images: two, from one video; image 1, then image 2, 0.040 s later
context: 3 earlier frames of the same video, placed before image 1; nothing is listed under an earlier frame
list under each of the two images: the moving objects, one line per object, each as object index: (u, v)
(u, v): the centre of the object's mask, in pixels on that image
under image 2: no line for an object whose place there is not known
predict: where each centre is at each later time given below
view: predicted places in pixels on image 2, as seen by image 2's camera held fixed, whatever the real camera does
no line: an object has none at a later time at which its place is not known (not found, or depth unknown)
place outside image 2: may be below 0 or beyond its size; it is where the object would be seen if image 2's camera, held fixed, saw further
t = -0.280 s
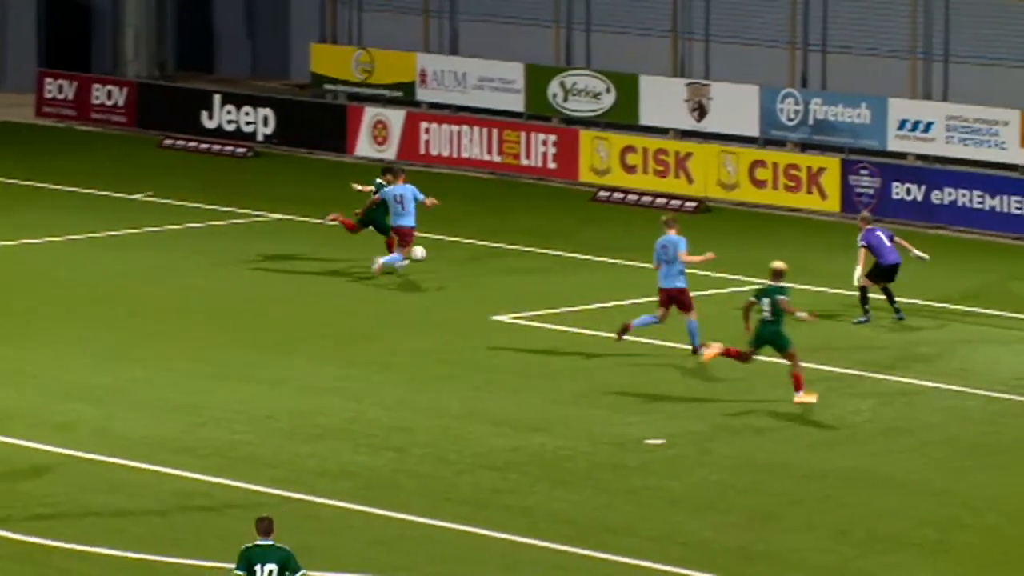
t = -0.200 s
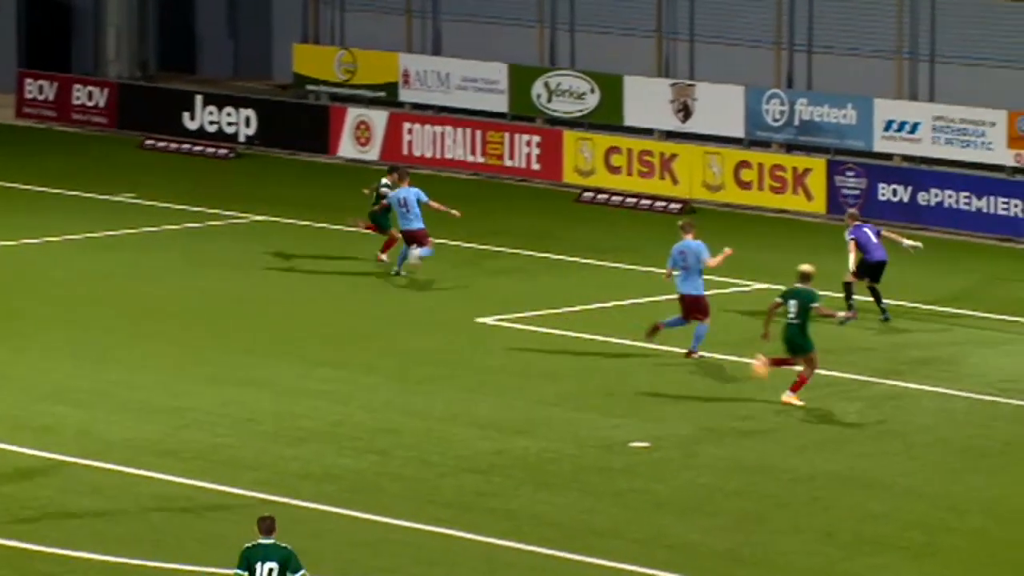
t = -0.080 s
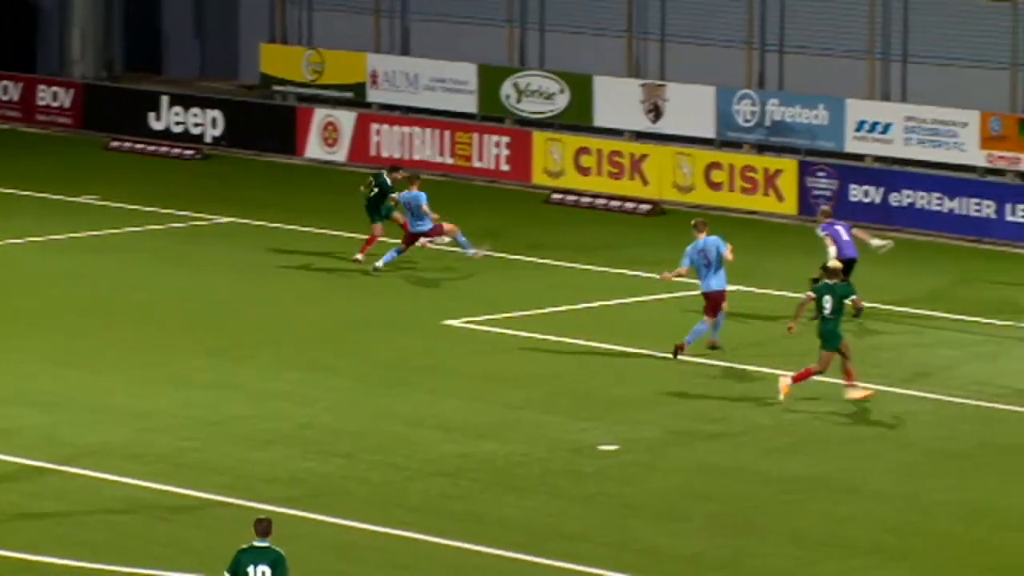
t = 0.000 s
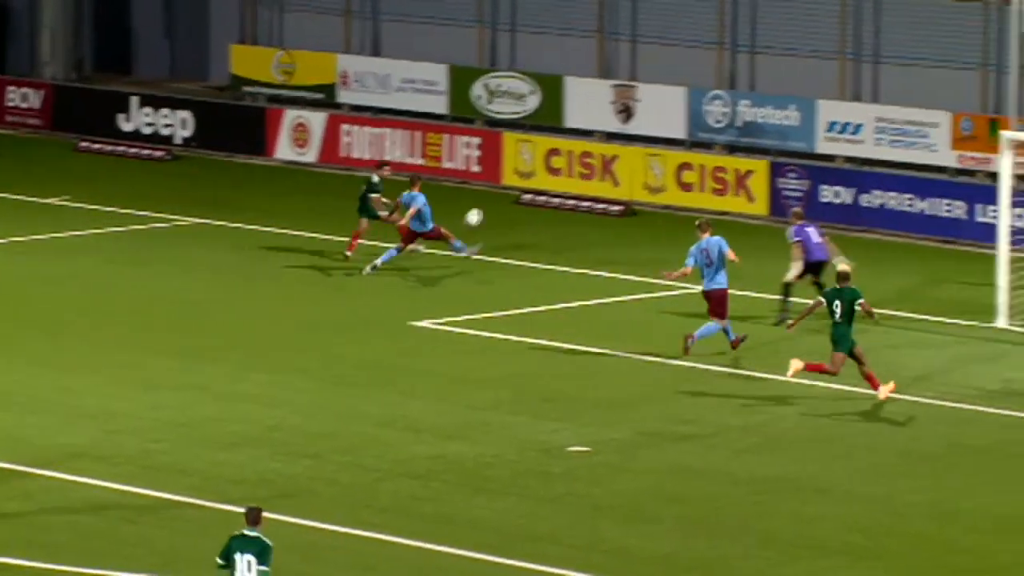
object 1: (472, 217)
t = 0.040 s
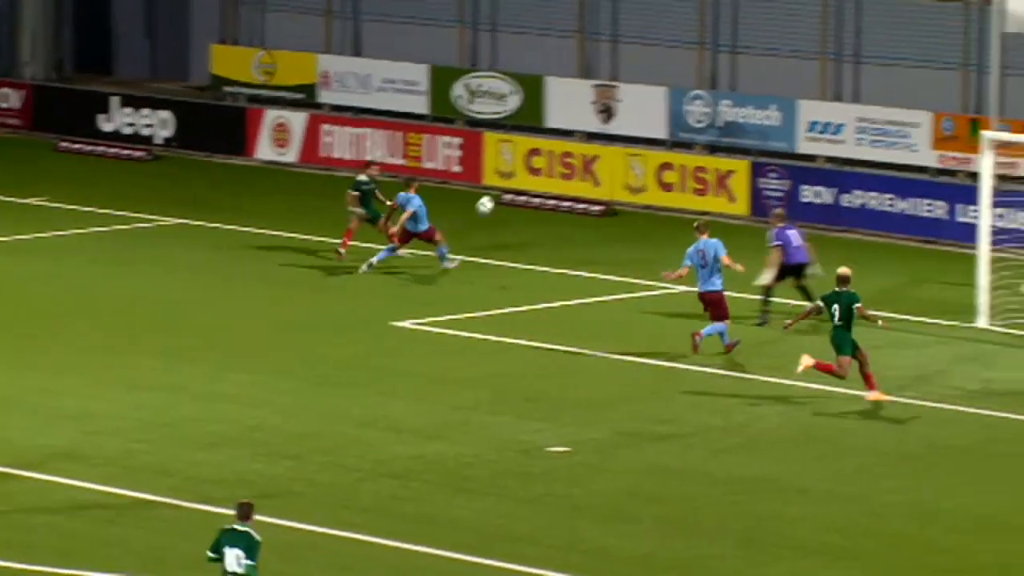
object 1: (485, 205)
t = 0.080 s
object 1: (514, 191)
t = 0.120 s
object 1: (544, 183)
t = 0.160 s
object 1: (574, 173)
